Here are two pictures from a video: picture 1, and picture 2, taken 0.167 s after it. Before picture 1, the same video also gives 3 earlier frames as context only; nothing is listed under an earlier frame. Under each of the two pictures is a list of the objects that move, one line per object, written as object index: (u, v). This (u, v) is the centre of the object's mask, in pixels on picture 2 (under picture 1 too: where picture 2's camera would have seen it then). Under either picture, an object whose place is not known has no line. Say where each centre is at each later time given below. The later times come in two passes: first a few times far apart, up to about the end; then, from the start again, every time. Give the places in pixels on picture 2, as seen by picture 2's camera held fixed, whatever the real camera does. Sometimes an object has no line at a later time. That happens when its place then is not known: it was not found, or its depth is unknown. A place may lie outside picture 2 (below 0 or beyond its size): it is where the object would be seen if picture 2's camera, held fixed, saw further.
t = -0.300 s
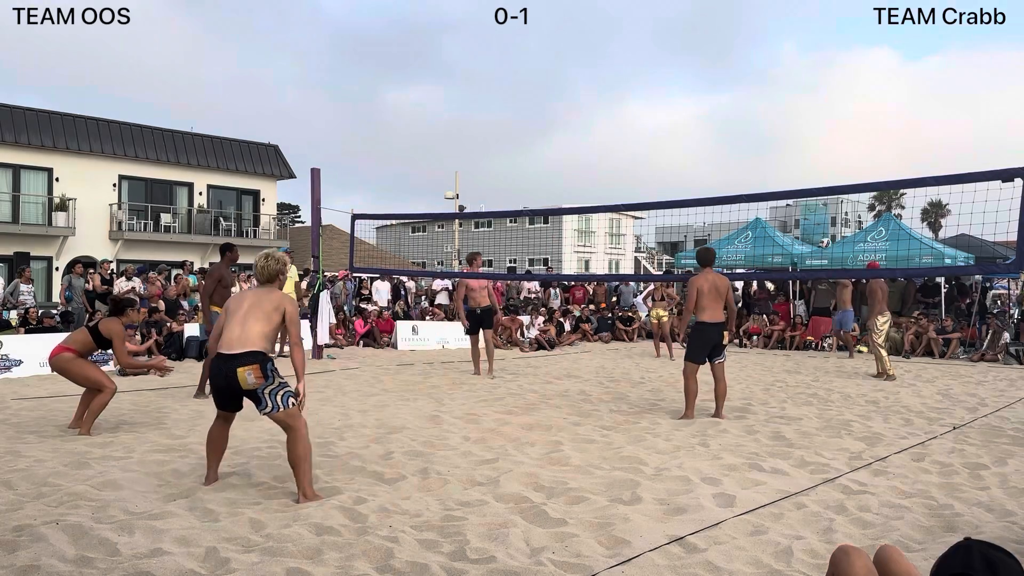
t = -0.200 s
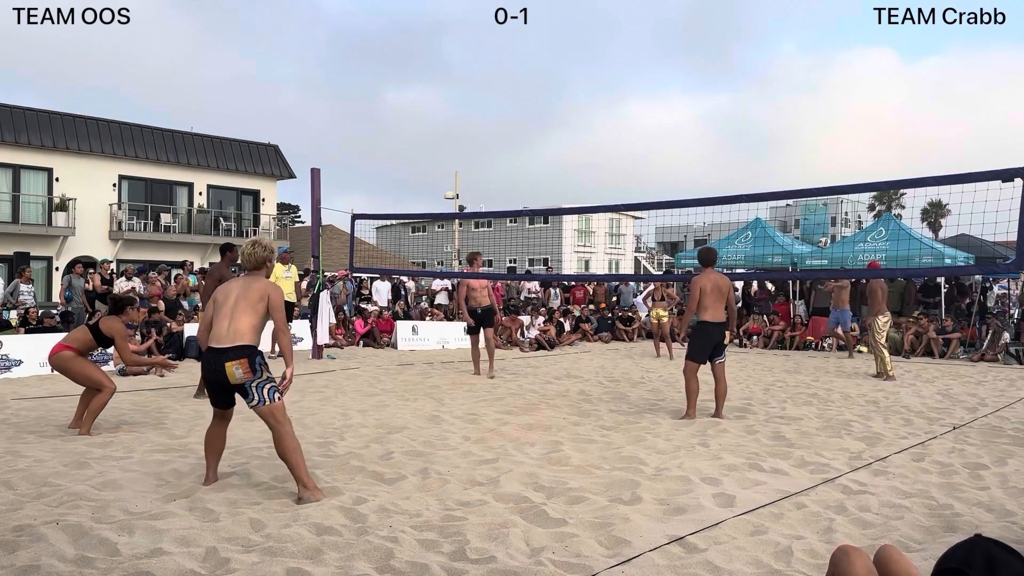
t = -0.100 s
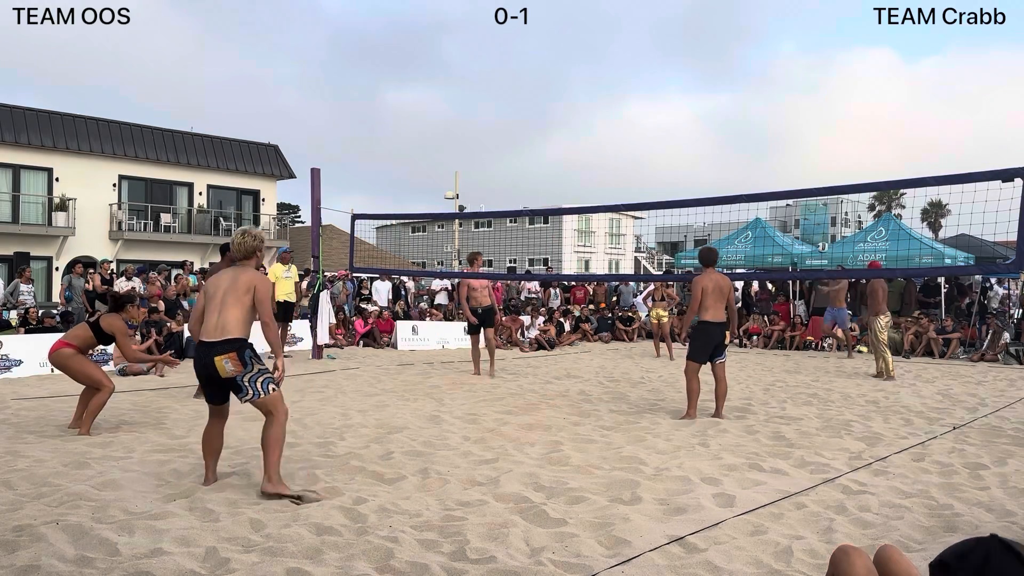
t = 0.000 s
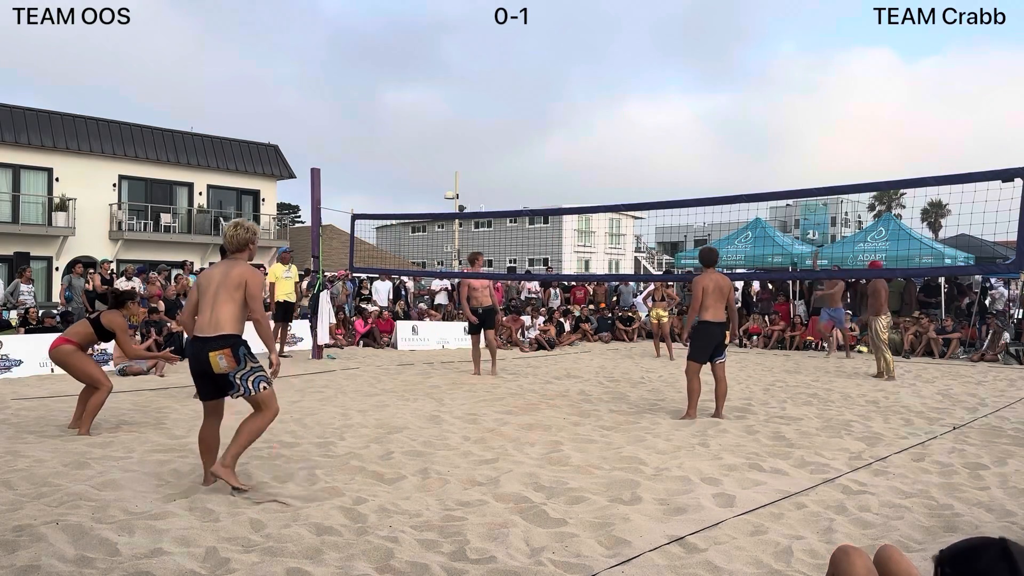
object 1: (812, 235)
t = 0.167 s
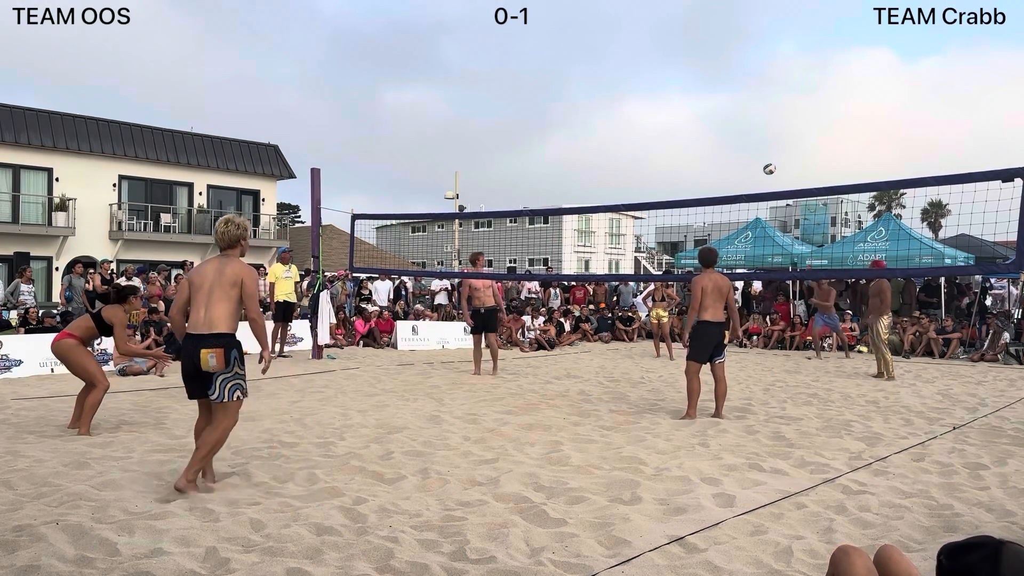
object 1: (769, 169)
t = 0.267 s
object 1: (740, 133)
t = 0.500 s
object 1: (665, 62)
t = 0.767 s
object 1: (557, 12)
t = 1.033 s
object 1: (425, 11)
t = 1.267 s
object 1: (278, 67)
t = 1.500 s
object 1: (86, 202)
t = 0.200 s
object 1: (760, 157)
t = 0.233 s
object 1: (750, 145)
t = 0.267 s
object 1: (740, 133)
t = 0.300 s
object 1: (730, 122)
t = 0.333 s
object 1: (720, 111)
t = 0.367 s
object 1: (710, 100)
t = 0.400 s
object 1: (699, 90)
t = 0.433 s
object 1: (687, 80)
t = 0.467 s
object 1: (676, 71)
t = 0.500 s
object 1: (665, 62)
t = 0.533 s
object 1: (652, 54)
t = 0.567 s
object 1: (639, 46)
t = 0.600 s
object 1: (627, 38)
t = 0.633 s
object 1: (614, 32)
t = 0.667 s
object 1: (601, 25)
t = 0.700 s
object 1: (587, 20)
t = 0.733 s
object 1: (572, 16)
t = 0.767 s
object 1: (557, 12)
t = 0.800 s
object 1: (542, 8)
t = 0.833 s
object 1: (526, 7)
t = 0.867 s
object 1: (511, 6)
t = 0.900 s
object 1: (494, 6)
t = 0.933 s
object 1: (478, 6)
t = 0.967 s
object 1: (461, 7)
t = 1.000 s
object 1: (443, 9)
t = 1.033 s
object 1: (425, 11)
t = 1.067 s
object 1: (406, 16)
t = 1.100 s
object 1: (386, 21)
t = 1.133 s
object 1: (366, 28)
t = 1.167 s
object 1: (345, 36)
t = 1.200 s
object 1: (323, 45)
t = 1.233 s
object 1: (301, 55)
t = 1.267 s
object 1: (278, 67)
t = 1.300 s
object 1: (253, 81)
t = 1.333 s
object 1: (228, 96)
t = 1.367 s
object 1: (202, 113)
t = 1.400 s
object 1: (175, 132)
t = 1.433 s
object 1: (147, 152)
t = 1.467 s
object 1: (117, 176)
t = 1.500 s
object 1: (86, 202)
